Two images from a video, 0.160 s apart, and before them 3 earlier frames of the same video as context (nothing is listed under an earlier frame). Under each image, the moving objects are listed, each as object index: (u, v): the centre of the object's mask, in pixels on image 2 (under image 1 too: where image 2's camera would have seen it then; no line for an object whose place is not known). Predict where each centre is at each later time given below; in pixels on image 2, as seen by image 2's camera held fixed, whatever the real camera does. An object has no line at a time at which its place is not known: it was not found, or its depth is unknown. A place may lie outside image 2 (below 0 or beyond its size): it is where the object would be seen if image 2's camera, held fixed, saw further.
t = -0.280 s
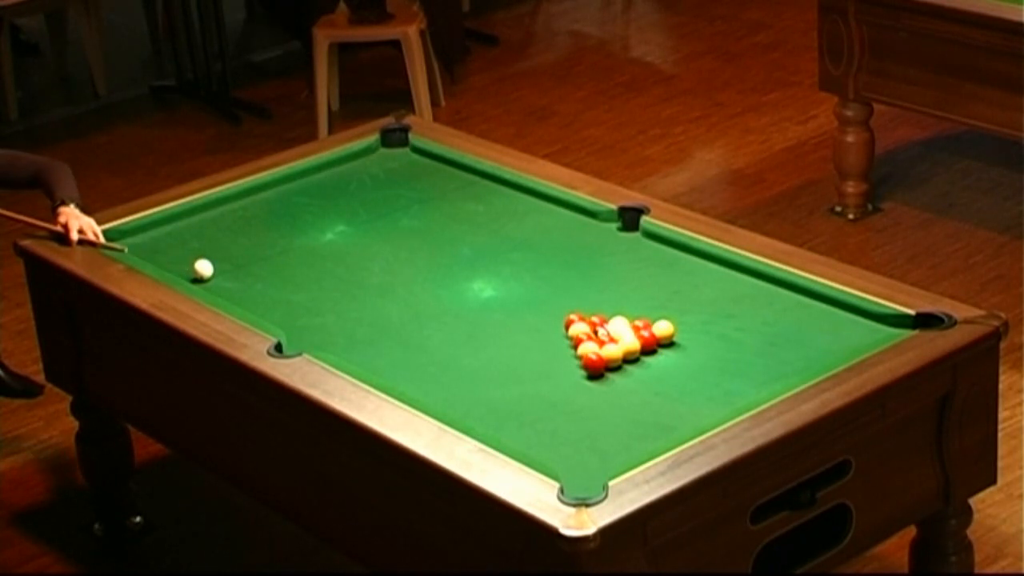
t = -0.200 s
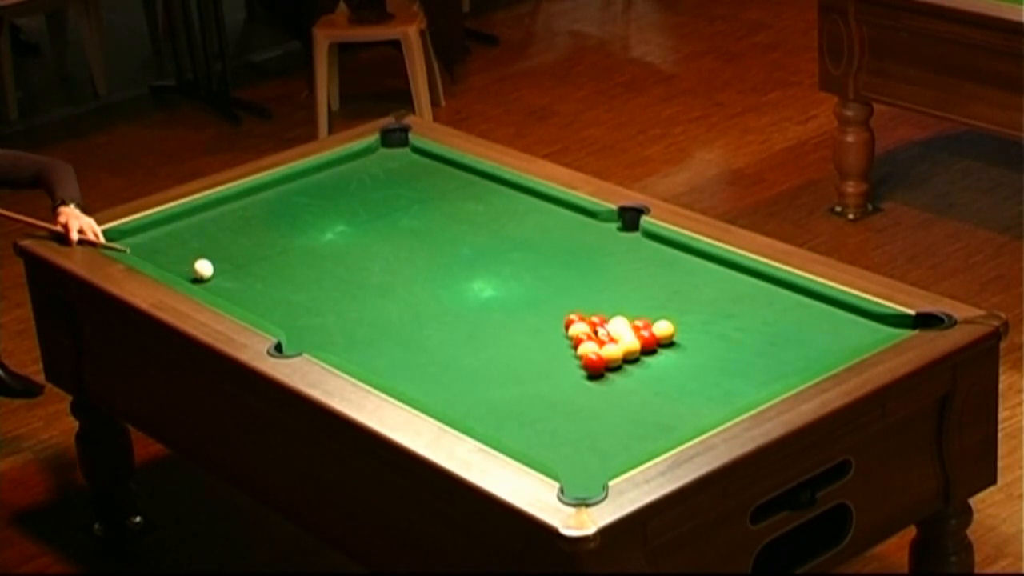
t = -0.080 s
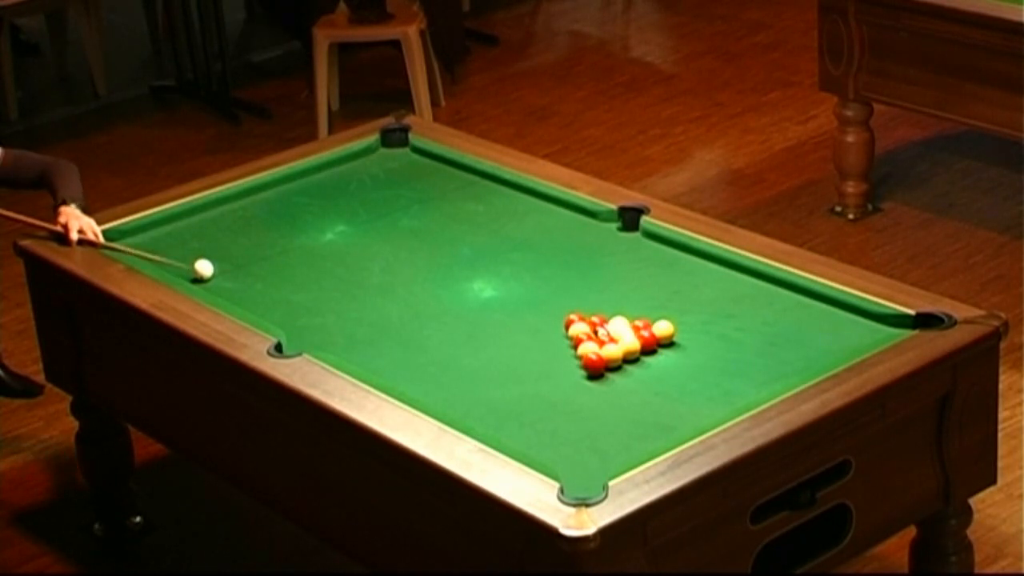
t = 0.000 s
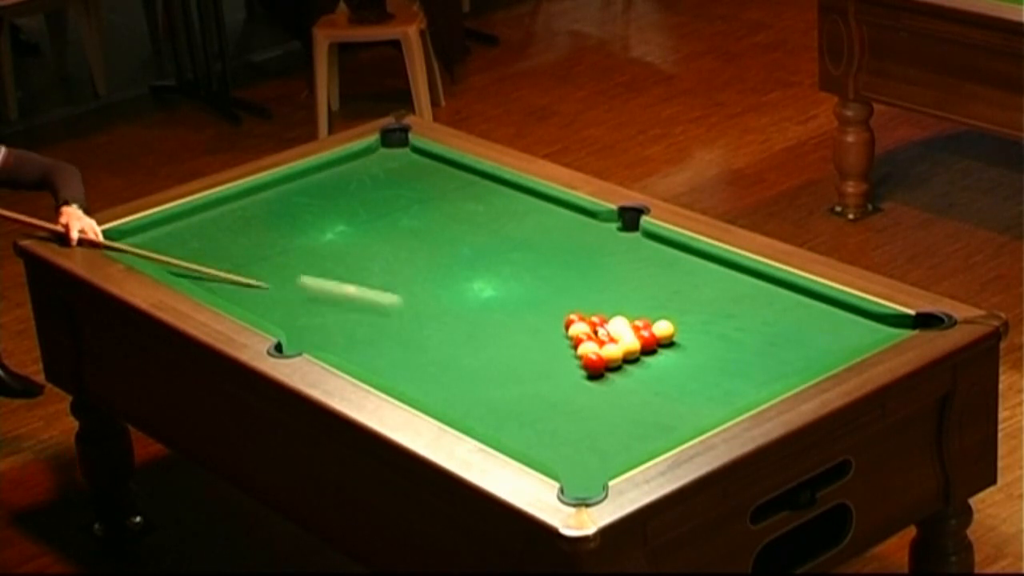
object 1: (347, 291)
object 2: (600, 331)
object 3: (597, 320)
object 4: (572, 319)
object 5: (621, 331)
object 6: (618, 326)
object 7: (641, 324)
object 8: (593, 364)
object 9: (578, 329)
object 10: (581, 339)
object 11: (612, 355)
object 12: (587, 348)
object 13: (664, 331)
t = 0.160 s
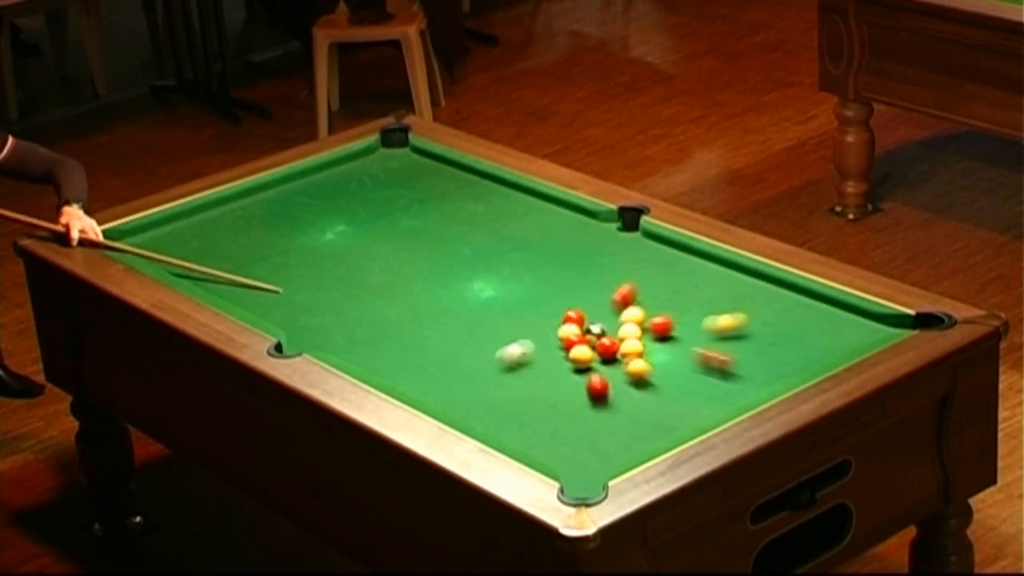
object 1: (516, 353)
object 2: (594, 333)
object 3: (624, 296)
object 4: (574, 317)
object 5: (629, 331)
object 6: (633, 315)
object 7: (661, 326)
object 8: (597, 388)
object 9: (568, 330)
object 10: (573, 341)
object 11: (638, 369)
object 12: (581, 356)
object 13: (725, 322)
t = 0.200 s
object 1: (493, 363)
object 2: (590, 333)
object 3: (636, 283)
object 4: (573, 317)
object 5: (632, 330)
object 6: (639, 312)
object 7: (670, 324)
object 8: (599, 400)
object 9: (563, 331)
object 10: (568, 342)
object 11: (649, 376)
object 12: (577, 357)
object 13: (755, 319)
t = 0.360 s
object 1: (427, 389)
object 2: (578, 329)
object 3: (660, 247)
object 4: (567, 312)
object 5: (642, 327)
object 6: (661, 298)
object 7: (704, 318)
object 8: (605, 446)
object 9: (547, 333)
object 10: (552, 346)
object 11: (695, 403)
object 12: (562, 364)
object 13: (849, 313)
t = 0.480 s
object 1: (459, 366)
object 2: (568, 327)
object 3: (606, 258)
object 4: (565, 307)
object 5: (645, 322)
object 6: (677, 287)
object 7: (729, 313)
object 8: (587, 468)
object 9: (536, 335)
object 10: (540, 348)
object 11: (697, 407)
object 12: (551, 368)
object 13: (841, 338)
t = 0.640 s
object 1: (491, 342)
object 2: (555, 326)
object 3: (542, 268)
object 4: (563, 304)
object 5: (587, 306)
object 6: (697, 272)
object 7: (760, 307)
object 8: (595, 458)
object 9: (522, 336)
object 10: (525, 352)
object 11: (659, 393)
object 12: (538, 374)
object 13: (802, 354)
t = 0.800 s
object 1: (522, 318)
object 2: (547, 326)
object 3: (480, 276)
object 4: (530, 294)
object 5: (577, 295)
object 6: (712, 261)
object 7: (791, 301)
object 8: (626, 441)
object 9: (508, 338)
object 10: (511, 354)
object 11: (625, 380)
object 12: (525, 380)
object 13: (744, 363)
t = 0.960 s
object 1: (549, 295)
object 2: (536, 322)
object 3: (418, 286)
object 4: (500, 286)
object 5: (568, 285)
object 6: (691, 265)
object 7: (812, 299)
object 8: (654, 425)
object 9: (496, 340)
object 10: (498, 356)
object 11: (603, 380)
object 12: (513, 385)
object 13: (687, 370)
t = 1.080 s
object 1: (554, 288)
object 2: (529, 323)
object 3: (372, 293)
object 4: (478, 280)
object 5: (574, 272)
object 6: (692, 260)
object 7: (808, 305)
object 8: (675, 415)
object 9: (487, 341)
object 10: (489, 358)
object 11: (588, 381)
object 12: (505, 388)
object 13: (674, 373)
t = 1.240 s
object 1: (557, 280)
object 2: (522, 323)
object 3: (310, 303)
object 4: (451, 274)
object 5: (581, 256)
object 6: (693, 253)
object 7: (803, 314)
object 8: (702, 400)
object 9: (476, 343)
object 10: (477, 359)
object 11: (570, 383)
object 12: (495, 393)
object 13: (664, 374)
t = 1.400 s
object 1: (561, 272)
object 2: (516, 320)
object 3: (255, 308)
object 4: (425, 267)
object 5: (588, 241)
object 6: (683, 253)
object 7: (798, 322)
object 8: (727, 387)
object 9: (467, 345)
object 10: (467, 361)
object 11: (552, 383)
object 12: (485, 397)
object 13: (654, 374)
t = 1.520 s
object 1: (563, 266)
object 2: (512, 318)
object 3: (268, 299)
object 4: (407, 262)
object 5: (593, 229)
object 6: (676, 253)
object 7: (794, 327)
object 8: (745, 378)
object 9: (460, 346)
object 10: (458, 362)
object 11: (541, 386)
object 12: (478, 401)
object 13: (647, 375)
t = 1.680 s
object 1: (552, 261)
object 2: (505, 317)
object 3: (283, 285)
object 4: (383, 256)
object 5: (599, 216)
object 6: (667, 253)
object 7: (790, 334)
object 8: (768, 366)
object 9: (453, 347)
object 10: (450, 363)
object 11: (526, 389)
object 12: (470, 404)
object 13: (639, 376)
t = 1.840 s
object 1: (539, 258)
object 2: (501, 316)
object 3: (297, 272)
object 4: (361, 250)
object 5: (589, 223)
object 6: (659, 253)
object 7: (785, 338)
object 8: (790, 353)
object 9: (446, 348)
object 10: (442, 365)
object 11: (511, 391)
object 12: (463, 406)
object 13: (632, 377)
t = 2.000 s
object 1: (526, 254)
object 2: (497, 316)
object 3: (311, 259)
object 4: (340, 244)
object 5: (579, 228)
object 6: (651, 253)
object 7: (778, 341)
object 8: (814, 351)
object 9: (440, 350)
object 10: (436, 366)
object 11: (499, 391)
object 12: (458, 408)
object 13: (626, 378)
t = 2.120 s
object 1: (518, 251)
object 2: (495, 316)
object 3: (320, 250)
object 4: (327, 237)
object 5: (573, 230)
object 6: (646, 253)
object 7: (772, 339)
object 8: (832, 348)
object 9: (436, 350)
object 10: (432, 367)
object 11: (488, 392)
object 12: (458, 408)
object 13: (622, 379)
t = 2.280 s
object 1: (507, 248)
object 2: (493, 316)
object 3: (333, 238)
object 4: (305, 235)
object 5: (567, 229)
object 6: (641, 253)
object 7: (765, 339)
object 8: (850, 343)
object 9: (432, 351)
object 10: (427, 368)
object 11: (479, 396)
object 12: (461, 407)
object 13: (619, 379)
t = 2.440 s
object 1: (498, 245)
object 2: (493, 316)
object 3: (344, 228)
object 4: (286, 230)
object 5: (561, 228)
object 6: (636, 253)
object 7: (760, 337)
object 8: (853, 337)
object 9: (430, 352)
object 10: (424, 369)
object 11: (472, 393)
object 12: (463, 407)
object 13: (616, 380)
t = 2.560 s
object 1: (491, 243)
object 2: (493, 316)
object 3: (352, 220)
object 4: (273, 226)
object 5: (558, 228)
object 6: (633, 253)
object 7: (756, 337)
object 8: (855, 334)
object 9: (428, 352)
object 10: (422, 369)
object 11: (466, 391)
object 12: (463, 407)
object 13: (615, 380)
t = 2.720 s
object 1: (483, 241)
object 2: (493, 316)
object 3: (361, 211)
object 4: (256, 222)
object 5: (555, 227)
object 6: (630, 253)
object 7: (752, 336)
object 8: (857, 328)
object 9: (426, 353)
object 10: (420, 370)
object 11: (459, 391)
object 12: (464, 407)
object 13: (614, 380)
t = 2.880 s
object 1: (475, 239)
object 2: (493, 316)
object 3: (371, 201)
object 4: (240, 217)
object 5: (552, 226)
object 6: (629, 253)
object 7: (749, 336)
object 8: (859, 322)
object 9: (426, 353)
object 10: (419, 370)
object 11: (455, 391)
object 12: (464, 408)
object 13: (614, 380)
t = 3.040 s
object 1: (468, 237)
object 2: (493, 316)
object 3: (381, 192)
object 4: (225, 214)
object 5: (549, 226)
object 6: (628, 253)
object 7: (747, 335)
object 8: (861, 318)
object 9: (426, 353)
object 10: (419, 370)
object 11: (452, 392)
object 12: (464, 408)
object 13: (614, 380)
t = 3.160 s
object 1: (463, 235)
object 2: (493, 316)
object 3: (387, 186)
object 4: (214, 210)
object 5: (548, 226)
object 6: (628, 253)
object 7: (746, 335)
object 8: (862, 315)
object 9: (426, 353)
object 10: (419, 370)
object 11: (450, 392)
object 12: (463, 408)
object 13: (614, 380)
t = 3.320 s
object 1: (458, 234)
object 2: (493, 316)
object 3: (395, 179)
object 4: (205, 209)
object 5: (547, 225)
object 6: (627, 253)
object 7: (746, 335)
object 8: (855, 316)
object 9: (426, 353)
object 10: (419, 370)
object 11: (449, 392)
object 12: (463, 408)
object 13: (614, 381)
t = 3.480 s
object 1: (453, 233)
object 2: (493, 316)
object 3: (403, 172)
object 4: (211, 213)
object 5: (547, 225)
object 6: (627, 253)
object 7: (747, 336)
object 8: (850, 317)
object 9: (426, 353)
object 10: (419, 370)
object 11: (448, 392)
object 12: (463, 408)
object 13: (614, 381)
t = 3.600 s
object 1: (449, 232)
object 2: (493, 316)
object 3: (408, 166)
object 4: (215, 216)
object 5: (547, 225)
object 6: (627, 253)
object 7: (747, 336)
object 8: (847, 317)
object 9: (426, 353)
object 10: (419, 370)
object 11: (449, 392)
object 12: (463, 408)
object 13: (614, 381)
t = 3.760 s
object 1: (446, 231)
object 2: (493, 316)
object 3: (415, 160)
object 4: (221, 219)
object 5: (547, 226)
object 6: (628, 253)
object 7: (747, 336)
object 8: (843, 318)
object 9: (426, 353)
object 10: (419, 370)
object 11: (449, 392)
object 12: (463, 408)
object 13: (614, 380)
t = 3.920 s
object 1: (443, 230)
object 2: (493, 316)
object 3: (420, 155)
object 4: (227, 223)
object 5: (547, 225)
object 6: (628, 253)
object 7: (747, 336)
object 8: (840, 319)
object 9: (426, 353)
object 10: (419, 370)
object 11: (449, 392)
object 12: (463, 408)
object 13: (614, 381)
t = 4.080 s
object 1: (441, 229)
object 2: (493, 316)
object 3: (409, 156)
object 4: (231, 226)
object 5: (547, 226)
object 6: (628, 253)
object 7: (747, 336)
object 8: (838, 319)
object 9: (426, 353)
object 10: (419, 370)
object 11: (449, 392)
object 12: (463, 408)
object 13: (614, 381)
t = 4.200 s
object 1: (440, 229)
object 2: (493, 316)
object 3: (401, 157)
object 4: (235, 228)
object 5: (547, 225)
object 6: (627, 253)
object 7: (747, 336)
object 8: (837, 319)
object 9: (426, 353)
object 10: (419, 370)
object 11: (449, 392)
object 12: (463, 408)
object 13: (614, 381)
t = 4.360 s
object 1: (439, 228)
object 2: (493, 316)
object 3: (392, 158)
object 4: (239, 231)
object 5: (547, 226)
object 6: (627, 253)
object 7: (747, 336)
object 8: (837, 320)
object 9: (426, 353)
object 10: (419, 370)
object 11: (449, 392)
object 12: (463, 408)
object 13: (614, 380)
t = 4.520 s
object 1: (439, 228)
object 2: (493, 316)
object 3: (383, 159)
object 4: (243, 233)
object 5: (547, 225)
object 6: (628, 253)
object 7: (747, 336)
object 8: (837, 320)
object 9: (426, 353)
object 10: (419, 370)
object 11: (449, 392)
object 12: (463, 408)
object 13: (614, 380)
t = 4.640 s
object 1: (439, 228)
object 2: (493, 316)
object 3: (377, 158)
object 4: (245, 235)
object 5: (547, 225)
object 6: (627, 253)
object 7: (747, 336)
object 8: (837, 319)
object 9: (426, 353)
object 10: (419, 370)
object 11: (449, 392)
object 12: (463, 408)
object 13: (614, 380)
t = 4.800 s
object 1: (439, 228)
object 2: (493, 316)
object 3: (369, 160)
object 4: (248, 237)
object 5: (547, 226)
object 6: (627, 253)
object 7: (747, 336)
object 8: (837, 320)
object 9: (426, 353)
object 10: (419, 370)
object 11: (449, 392)
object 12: (463, 408)
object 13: (614, 380)
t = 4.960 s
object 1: (439, 228)
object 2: (493, 316)
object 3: (363, 161)
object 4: (251, 239)
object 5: (547, 226)
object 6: (627, 253)
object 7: (747, 336)
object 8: (837, 320)
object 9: (426, 353)
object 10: (419, 370)
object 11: (449, 392)
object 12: (463, 408)
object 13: (614, 380)
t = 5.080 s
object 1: (439, 229)
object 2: (493, 316)
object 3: (358, 162)
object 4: (252, 241)
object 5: (547, 226)
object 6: (627, 253)
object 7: (747, 336)
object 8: (837, 320)
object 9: (426, 354)
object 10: (419, 370)
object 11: (449, 392)
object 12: (463, 408)
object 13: (614, 380)
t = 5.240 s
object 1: (439, 229)
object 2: (493, 316)
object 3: (352, 162)
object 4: (254, 242)
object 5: (547, 226)
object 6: (627, 253)
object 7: (747, 335)
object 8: (837, 320)
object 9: (426, 354)
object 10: (419, 370)
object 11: (449, 392)
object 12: (463, 408)
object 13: (614, 380)
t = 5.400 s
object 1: (439, 229)
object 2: (493, 316)
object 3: (349, 162)
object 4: (255, 243)
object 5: (547, 225)
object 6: (627, 253)
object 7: (747, 336)
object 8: (838, 319)
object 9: (426, 354)
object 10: (419, 370)
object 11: (449, 392)
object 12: (463, 408)
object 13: (614, 381)
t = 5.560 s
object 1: (439, 229)
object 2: (493, 316)
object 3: (345, 163)
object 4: (255, 243)
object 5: (547, 226)
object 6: (627, 253)
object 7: (747, 336)
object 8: (838, 319)
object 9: (426, 354)
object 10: (419, 370)
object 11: (449, 392)
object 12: (464, 408)
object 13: (614, 380)
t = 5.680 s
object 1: (439, 229)
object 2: (493, 316)
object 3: (343, 163)
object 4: (255, 244)
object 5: (547, 226)
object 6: (627, 253)
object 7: (747, 336)
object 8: (837, 320)
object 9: (426, 354)
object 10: (419, 370)
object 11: (449, 392)
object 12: (463, 408)
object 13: (614, 381)
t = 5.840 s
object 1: (439, 229)
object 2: (493, 316)
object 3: (340, 163)
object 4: (256, 244)
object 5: (547, 226)
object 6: (627, 253)
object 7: (747, 336)
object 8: (838, 319)
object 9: (426, 354)
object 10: (419, 370)
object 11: (449, 392)
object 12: (463, 408)
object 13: (614, 380)
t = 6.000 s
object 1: (439, 229)
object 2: (493, 316)
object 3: (339, 164)
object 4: (256, 244)
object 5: (547, 226)
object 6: (627, 253)
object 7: (747, 336)
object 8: (837, 319)
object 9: (426, 354)
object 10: (419, 370)
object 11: (449, 392)
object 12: (463, 408)
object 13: (614, 380)
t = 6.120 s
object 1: (439, 229)
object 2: (493, 316)
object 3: (338, 164)
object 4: (256, 244)
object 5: (547, 226)
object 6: (627, 253)
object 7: (747, 336)
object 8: (838, 319)
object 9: (426, 354)
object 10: (419, 370)
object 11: (449, 392)
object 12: (463, 408)
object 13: (614, 380)
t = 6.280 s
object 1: (439, 229)
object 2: (493, 316)
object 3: (339, 164)
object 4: (256, 244)
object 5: (547, 225)
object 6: (627, 253)
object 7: (747, 336)
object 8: (837, 319)
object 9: (426, 354)
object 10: (419, 370)
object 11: (449, 392)
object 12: (464, 408)
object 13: (614, 380)
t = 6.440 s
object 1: (439, 229)
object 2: (493, 316)
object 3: (339, 163)
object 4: (256, 244)
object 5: (547, 226)
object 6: (627, 253)
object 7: (747, 336)
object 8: (837, 320)
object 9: (426, 354)
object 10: (419, 370)
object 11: (449, 392)
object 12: (464, 408)
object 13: (614, 380)
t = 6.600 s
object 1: (439, 229)
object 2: (493, 316)
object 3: (339, 164)
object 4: (256, 244)
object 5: (547, 225)
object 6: (627, 253)
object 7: (747, 336)
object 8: (838, 319)
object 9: (426, 354)
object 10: (419, 370)
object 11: (449, 392)
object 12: (463, 408)
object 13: (614, 380)
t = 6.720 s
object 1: (439, 229)
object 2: (493, 316)
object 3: (339, 164)
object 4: (256, 244)
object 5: (547, 225)
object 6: (627, 253)
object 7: (747, 336)
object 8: (838, 319)
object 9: (426, 354)
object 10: (419, 370)
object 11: (449, 392)
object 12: (463, 408)
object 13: (614, 380)
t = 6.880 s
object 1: (439, 229)
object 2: (493, 316)
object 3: (339, 164)
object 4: (256, 244)
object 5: (547, 225)
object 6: (627, 253)
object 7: (747, 336)
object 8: (837, 320)
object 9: (426, 354)
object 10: (419, 370)
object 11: (449, 392)
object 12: (463, 408)
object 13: (614, 380)
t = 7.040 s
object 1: (439, 229)
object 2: (493, 316)
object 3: (339, 164)
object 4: (256, 244)
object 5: (547, 226)
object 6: (627, 253)
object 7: (747, 336)
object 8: (837, 320)
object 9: (426, 354)
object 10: (419, 370)
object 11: (449, 392)
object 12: (464, 408)
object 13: (614, 380)
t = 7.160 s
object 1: (439, 229)
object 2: (493, 316)
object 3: (339, 164)
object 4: (256, 244)
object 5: (547, 225)
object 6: (627, 253)
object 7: (747, 336)
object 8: (837, 320)
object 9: (426, 354)
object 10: (419, 370)
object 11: (449, 392)
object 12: (464, 408)
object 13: (614, 380)
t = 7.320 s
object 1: (439, 229)
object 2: (493, 316)
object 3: (339, 163)
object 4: (256, 244)
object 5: (547, 225)
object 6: (627, 253)
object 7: (747, 336)
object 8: (837, 320)
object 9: (426, 354)
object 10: (419, 370)
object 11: (449, 392)
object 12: (464, 408)
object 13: (614, 380)
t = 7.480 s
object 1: (439, 229)
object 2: (493, 316)
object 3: (339, 164)
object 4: (256, 244)
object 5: (547, 225)
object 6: (627, 253)
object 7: (747, 336)
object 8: (837, 320)
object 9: (426, 354)
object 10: (419, 370)
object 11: (449, 392)
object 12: (464, 408)
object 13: (614, 380)
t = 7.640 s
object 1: (439, 229)
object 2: (493, 316)
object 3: (339, 164)
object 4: (256, 244)
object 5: (547, 225)
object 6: (627, 253)
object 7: (747, 336)
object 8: (837, 320)
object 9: (426, 354)
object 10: (419, 370)
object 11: (449, 392)
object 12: (464, 408)
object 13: (614, 380)
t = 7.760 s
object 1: (439, 229)
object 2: (493, 316)
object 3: (339, 164)
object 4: (256, 244)
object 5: (547, 225)
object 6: (627, 253)
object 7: (747, 336)
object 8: (837, 320)
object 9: (426, 354)
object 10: (419, 370)
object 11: (449, 392)
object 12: (464, 408)
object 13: (614, 380)
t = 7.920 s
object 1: (439, 229)
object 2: (493, 316)
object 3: (339, 163)
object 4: (256, 244)
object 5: (547, 226)
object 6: (627, 253)
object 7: (747, 336)
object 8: (837, 320)
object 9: (426, 354)
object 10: (419, 370)
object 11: (449, 392)
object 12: (463, 408)
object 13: (614, 380)
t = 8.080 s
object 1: (439, 229)
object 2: (493, 316)
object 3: (339, 163)
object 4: (256, 244)
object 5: (547, 226)
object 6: (627, 253)
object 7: (747, 335)
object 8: (837, 320)
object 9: (426, 354)
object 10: (419, 370)
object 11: (449, 392)
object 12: (464, 408)
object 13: (614, 380)
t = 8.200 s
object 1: (439, 229)
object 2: (493, 316)
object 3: (339, 164)
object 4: (256, 244)
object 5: (547, 226)
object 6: (627, 253)
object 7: (747, 335)
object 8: (837, 320)
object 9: (426, 354)
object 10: (419, 370)
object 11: (449, 392)
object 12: (464, 408)
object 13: (614, 380)
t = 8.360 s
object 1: (439, 229)
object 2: (493, 316)
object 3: (339, 164)
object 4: (256, 244)
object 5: (547, 226)
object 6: (627, 253)
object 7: (747, 335)
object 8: (837, 320)
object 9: (426, 354)
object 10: (419, 370)
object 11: (449, 392)
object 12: (464, 408)
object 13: (614, 380)
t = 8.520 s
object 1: (439, 229)
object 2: (493, 316)
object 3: (339, 164)
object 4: (256, 244)
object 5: (547, 226)
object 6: (627, 253)
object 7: (747, 335)
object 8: (837, 320)
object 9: (426, 354)
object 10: (419, 370)
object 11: (449, 392)
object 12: (463, 408)
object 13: (614, 380)
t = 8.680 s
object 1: (439, 229)
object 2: (493, 316)
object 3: (339, 164)
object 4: (256, 244)
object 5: (547, 226)
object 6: (627, 253)
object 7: (747, 335)
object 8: (837, 320)
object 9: (426, 354)
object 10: (419, 370)
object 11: (449, 392)
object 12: (463, 408)
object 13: (614, 380)
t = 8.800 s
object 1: (439, 229)
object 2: (493, 316)
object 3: (339, 163)
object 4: (256, 244)
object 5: (547, 225)
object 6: (627, 253)
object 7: (747, 335)
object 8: (837, 320)
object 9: (426, 354)
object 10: (419, 370)
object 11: (449, 392)
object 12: (464, 408)
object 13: (614, 380)
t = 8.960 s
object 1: (439, 229)
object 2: (493, 316)
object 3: (339, 163)
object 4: (256, 244)
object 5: (547, 225)
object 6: (627, 253)
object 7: (747, 335)
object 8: (837, 320)
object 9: (426, 354)
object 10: (419, 370)
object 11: (449, 392)
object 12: (463, 408)
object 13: (614, 380)
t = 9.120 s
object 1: (439, 229)
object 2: (493, 316)
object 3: (339, 163)
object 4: (256, 244)
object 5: (547, 226)
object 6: (627, 253)
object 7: (747, 335)
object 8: (837, 320)
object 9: (426, 354)
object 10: (419, 370)
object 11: (449, 392)
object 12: (464, 408)
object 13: (614, 380)
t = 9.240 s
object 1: (439, 229)
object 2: (493, 316)
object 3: (339, 163)
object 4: (256, 244)
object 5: (547, 225)
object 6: (627, 253)
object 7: (747, 335)
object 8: (837, 319)
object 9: (426, 354)
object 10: (419, 370)
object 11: (449, 392)
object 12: (463, 408)
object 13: (614, 380)
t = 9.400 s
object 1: (439, 229)
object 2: (493, 316)
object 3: (339, 163)
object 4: (256, 244)
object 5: (547, 226)
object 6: (628, 253)
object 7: (747, 336)
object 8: (838, 319)
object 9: (426, 354)
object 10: (419, 370)
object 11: (449, 392)
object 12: (464, 408)
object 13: (614, 380)
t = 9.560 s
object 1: (439, 229)
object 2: (493, 316)
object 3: (339, 163)
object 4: (256, 244)
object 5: (547, 226)
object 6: (628, 253)
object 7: (747, 336)
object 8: (838, 319)
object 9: (426, 354)
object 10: (419, 370)
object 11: (449, 392)
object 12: (464, 408)
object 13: (614, 380)
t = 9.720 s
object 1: (439, 229)
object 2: (493, 316)
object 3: (339, 163)
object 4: (256, 244)
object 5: (547, 226)
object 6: (627, 253)
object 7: (747, 336)
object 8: (837, 320)
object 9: (425, 354)
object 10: (419, 370)
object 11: (449, 392)
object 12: (464, 408)
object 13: (614, 381)
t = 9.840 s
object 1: (439, 229)
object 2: (493, 316)
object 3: (339, 163)
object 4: (256, 244)
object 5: (547, 226)
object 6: (627, 253)
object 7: (747, 336)
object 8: (837, 320)
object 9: (425, 354)
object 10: (419, 370)
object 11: (449, 392)
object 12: (464, 408)
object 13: (614, 381)
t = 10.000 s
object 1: (439, 229)
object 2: (493, 316)
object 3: (339, 164)
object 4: (255, 244)
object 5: (547, 225)
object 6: (627, 253)
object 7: (747, 335)
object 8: (837, 319)
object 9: (425, 354)
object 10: (418, 370)
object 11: (449, 392)
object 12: (463, 408)
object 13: (614, 381)
